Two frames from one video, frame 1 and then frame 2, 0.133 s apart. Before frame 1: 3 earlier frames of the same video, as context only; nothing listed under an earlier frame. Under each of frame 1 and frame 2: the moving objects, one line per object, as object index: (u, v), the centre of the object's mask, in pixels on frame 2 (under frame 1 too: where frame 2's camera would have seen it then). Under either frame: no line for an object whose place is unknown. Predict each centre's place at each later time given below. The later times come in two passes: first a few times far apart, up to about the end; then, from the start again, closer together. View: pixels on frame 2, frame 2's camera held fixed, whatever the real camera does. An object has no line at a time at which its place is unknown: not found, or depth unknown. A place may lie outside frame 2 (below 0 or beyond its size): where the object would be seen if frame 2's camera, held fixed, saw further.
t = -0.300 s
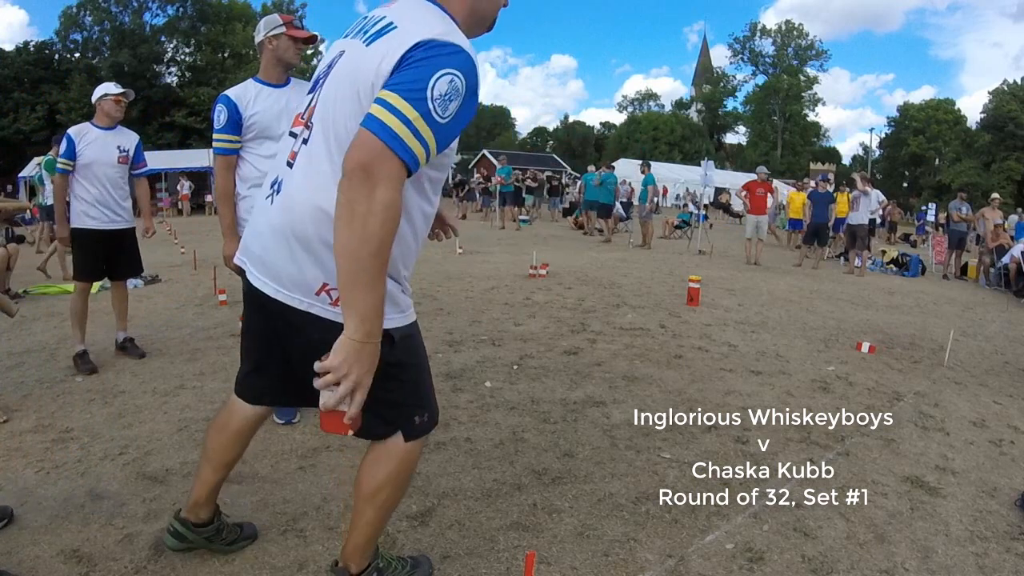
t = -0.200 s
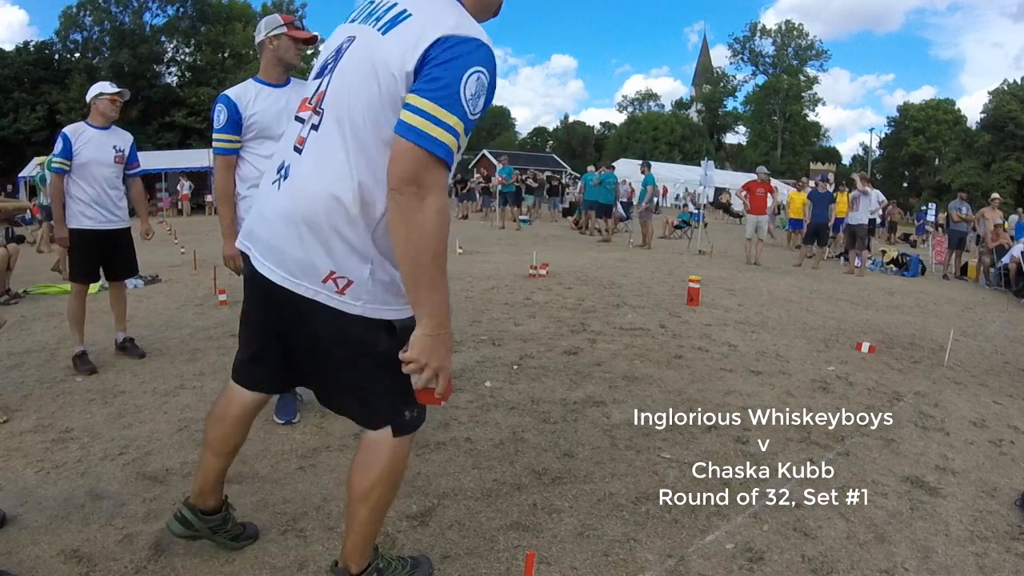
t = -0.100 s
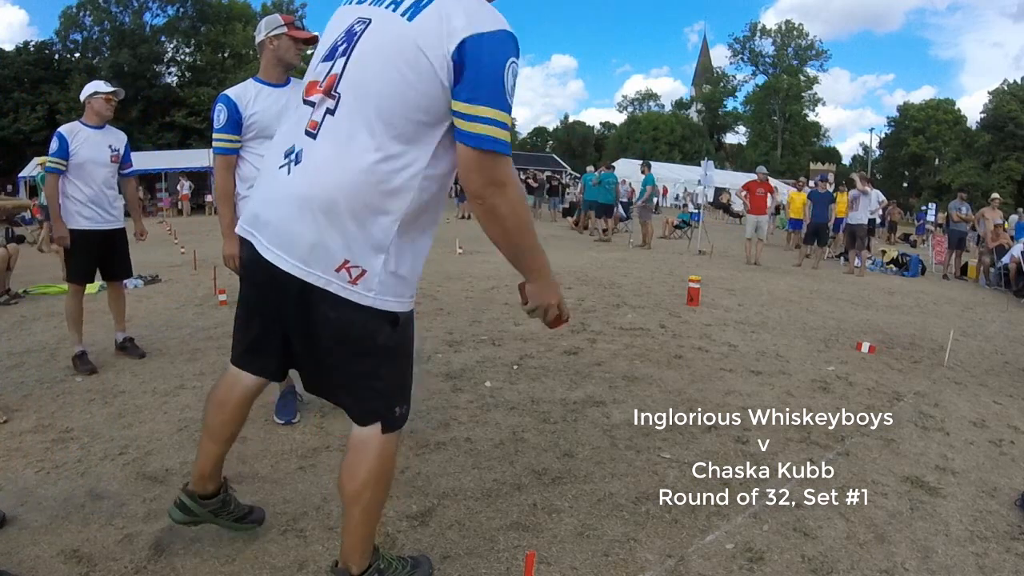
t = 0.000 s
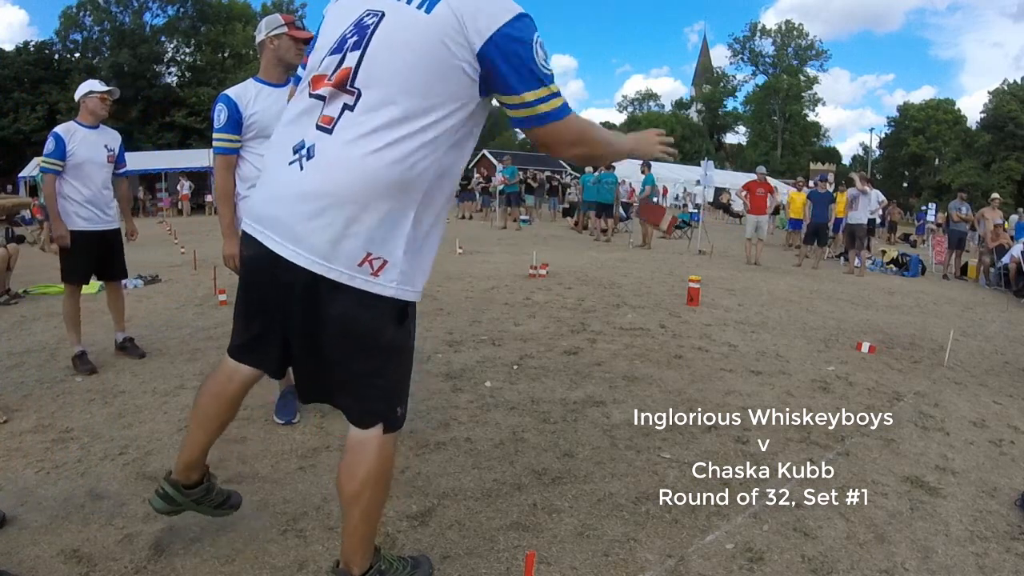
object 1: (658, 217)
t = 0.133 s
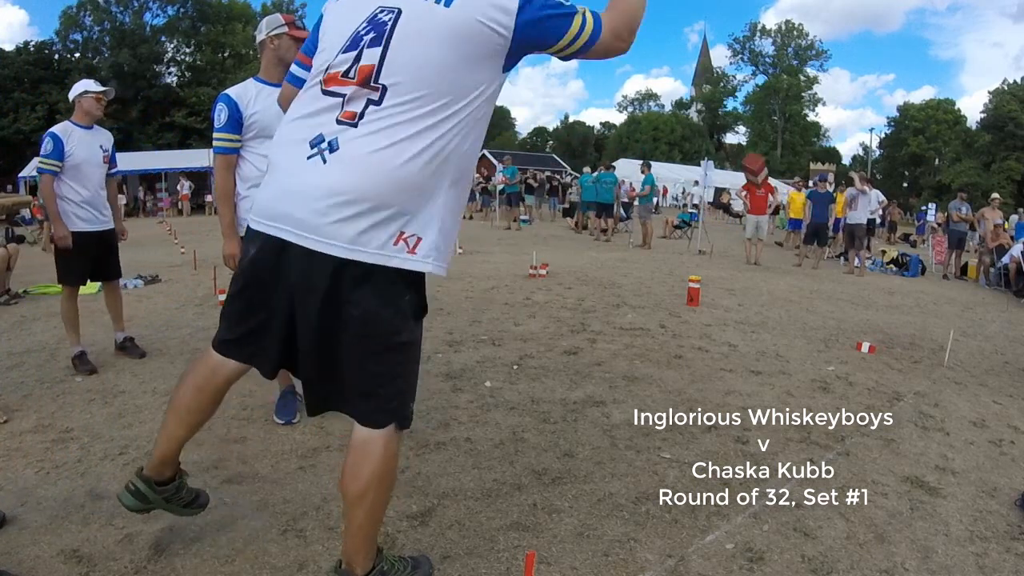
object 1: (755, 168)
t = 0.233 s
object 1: (800, 167)
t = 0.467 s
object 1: (867, 242)
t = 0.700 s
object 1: (890, 348)
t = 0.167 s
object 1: (774, 167)
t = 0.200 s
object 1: (789, 168)
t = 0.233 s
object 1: (800, 167)
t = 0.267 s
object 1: (814, 175)
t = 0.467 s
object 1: (867, 242)
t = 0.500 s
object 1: (872, 253)
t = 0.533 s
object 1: (876, 270)
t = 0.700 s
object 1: (890, 348)
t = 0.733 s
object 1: (892, 346)
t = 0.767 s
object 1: (894, 345)
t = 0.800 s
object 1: (894, 346)
